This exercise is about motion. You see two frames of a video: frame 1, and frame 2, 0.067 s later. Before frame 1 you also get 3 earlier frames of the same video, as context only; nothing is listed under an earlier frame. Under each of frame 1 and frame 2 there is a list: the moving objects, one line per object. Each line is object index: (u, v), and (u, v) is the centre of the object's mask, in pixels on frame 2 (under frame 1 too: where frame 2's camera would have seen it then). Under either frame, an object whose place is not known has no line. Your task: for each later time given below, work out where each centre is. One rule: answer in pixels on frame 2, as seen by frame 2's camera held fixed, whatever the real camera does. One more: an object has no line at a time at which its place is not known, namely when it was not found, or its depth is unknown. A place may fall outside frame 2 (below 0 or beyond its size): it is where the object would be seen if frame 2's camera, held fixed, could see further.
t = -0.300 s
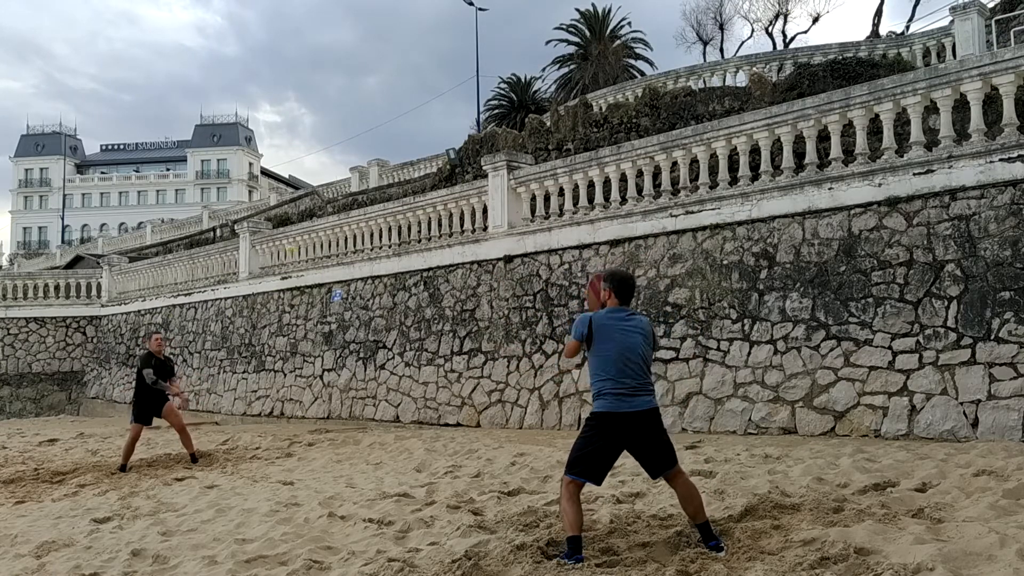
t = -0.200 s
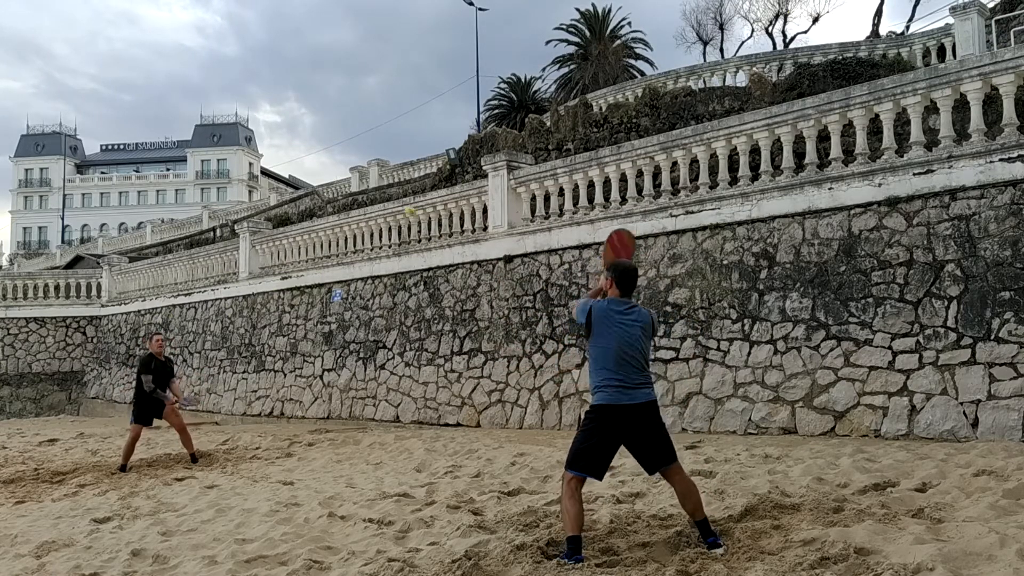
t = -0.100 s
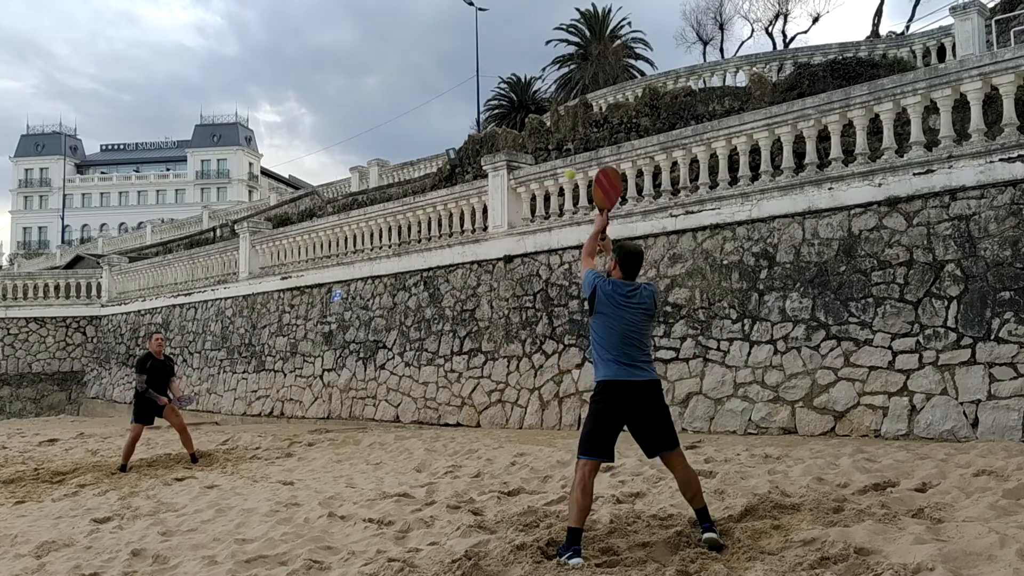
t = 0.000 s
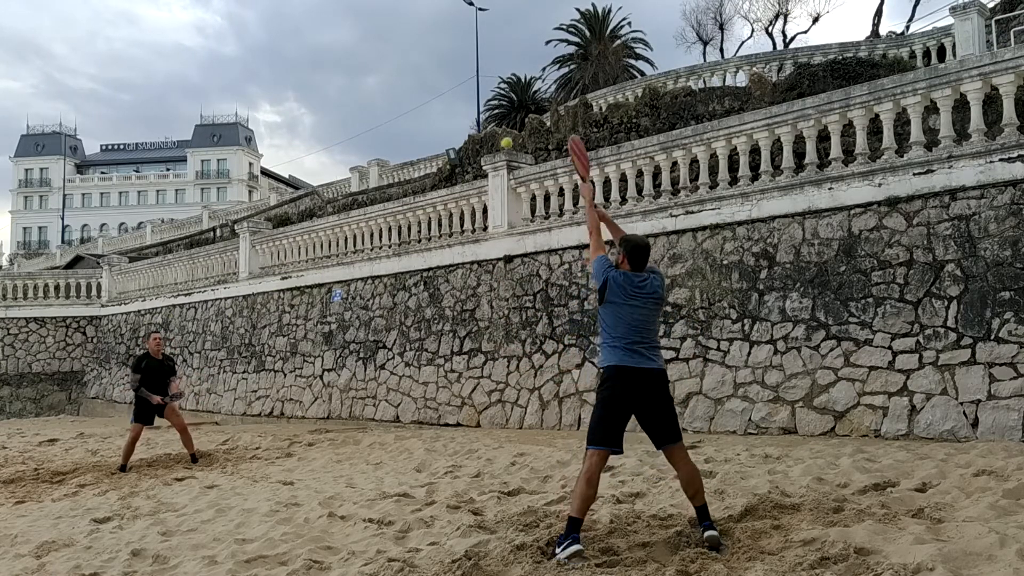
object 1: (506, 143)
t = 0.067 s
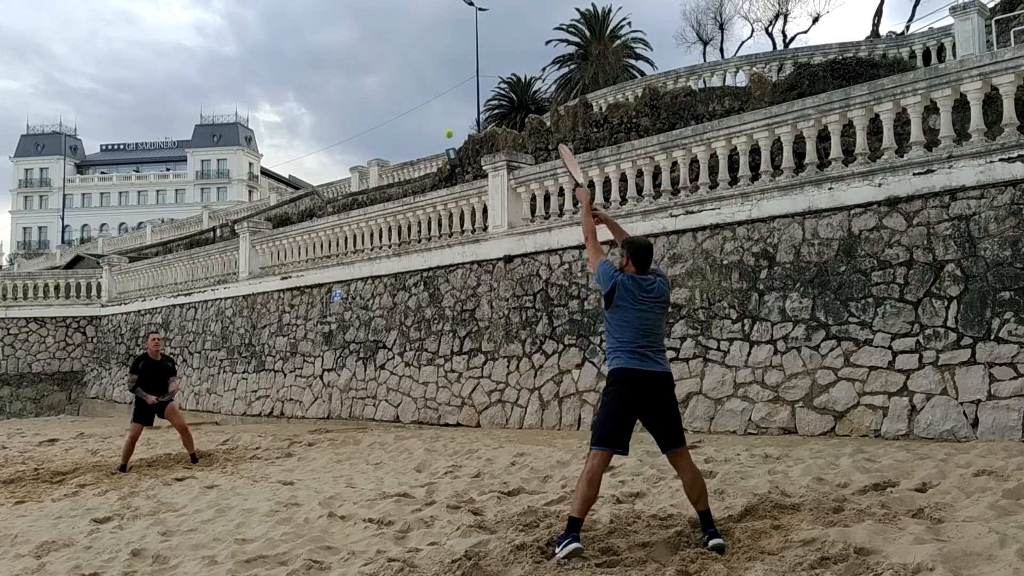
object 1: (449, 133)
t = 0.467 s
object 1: (245, 186)
